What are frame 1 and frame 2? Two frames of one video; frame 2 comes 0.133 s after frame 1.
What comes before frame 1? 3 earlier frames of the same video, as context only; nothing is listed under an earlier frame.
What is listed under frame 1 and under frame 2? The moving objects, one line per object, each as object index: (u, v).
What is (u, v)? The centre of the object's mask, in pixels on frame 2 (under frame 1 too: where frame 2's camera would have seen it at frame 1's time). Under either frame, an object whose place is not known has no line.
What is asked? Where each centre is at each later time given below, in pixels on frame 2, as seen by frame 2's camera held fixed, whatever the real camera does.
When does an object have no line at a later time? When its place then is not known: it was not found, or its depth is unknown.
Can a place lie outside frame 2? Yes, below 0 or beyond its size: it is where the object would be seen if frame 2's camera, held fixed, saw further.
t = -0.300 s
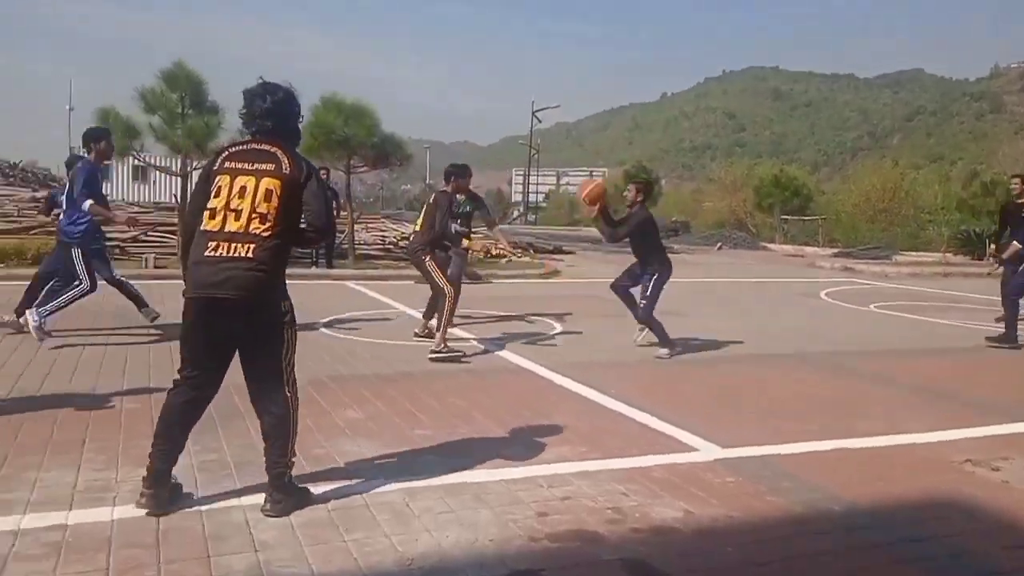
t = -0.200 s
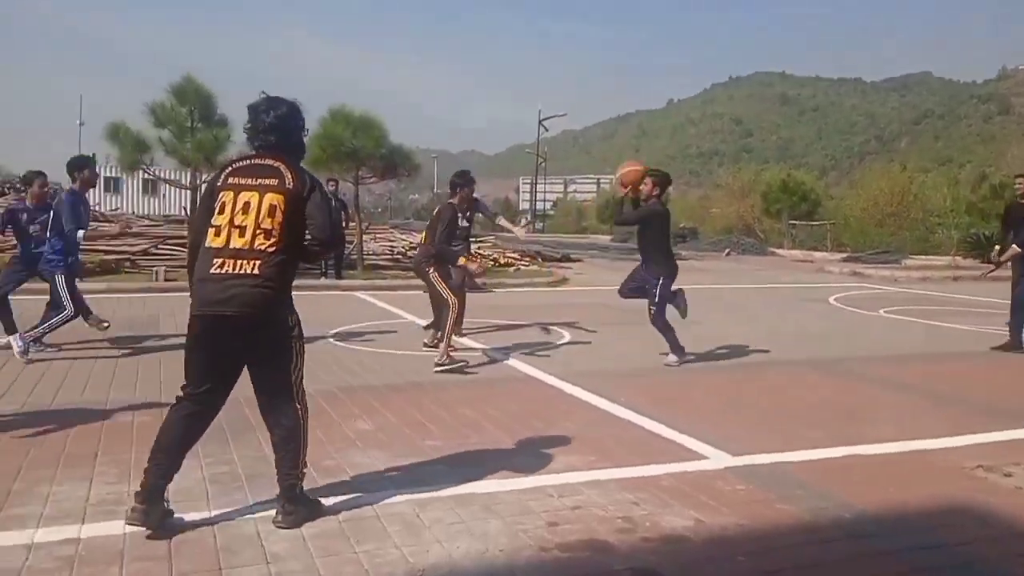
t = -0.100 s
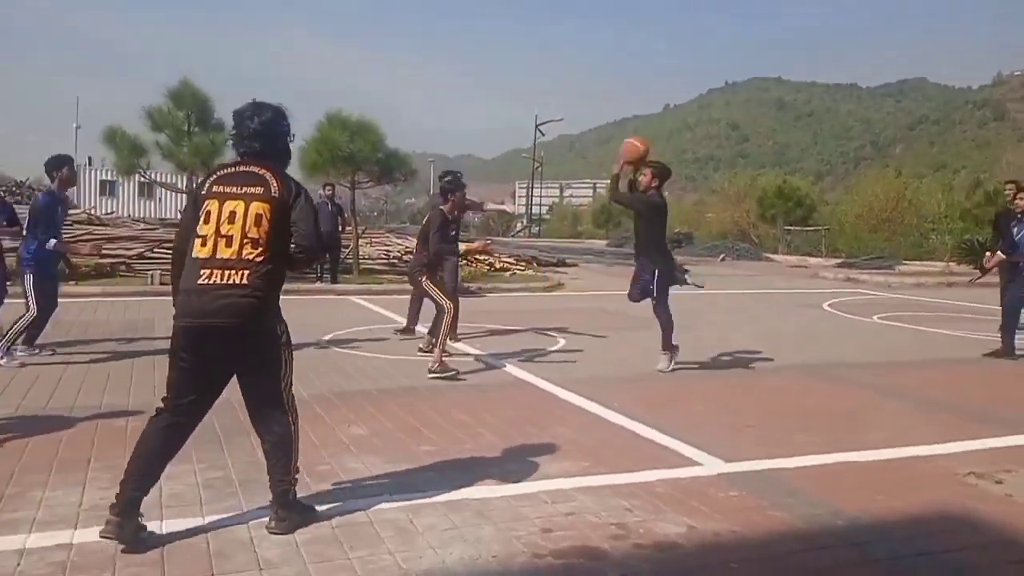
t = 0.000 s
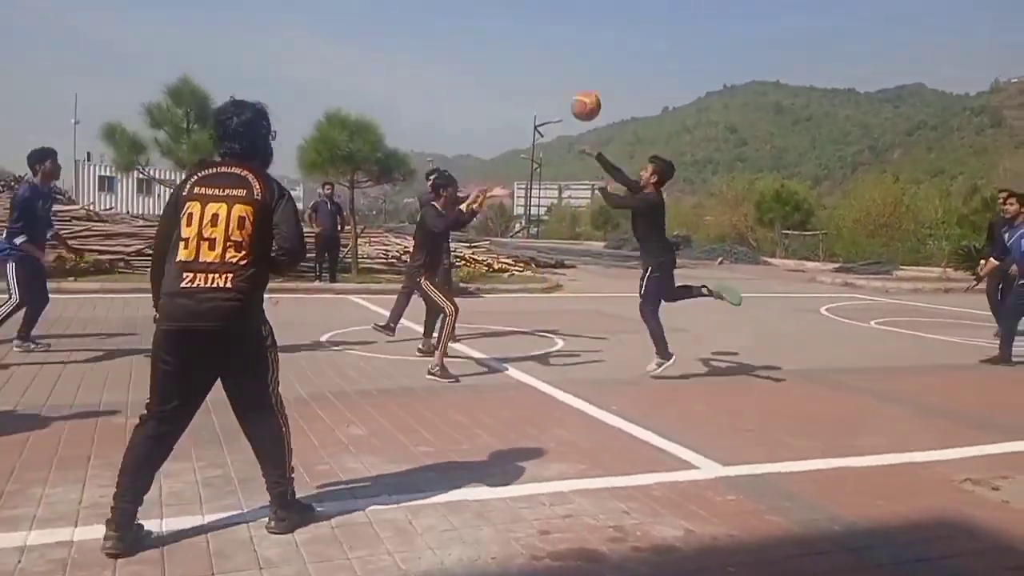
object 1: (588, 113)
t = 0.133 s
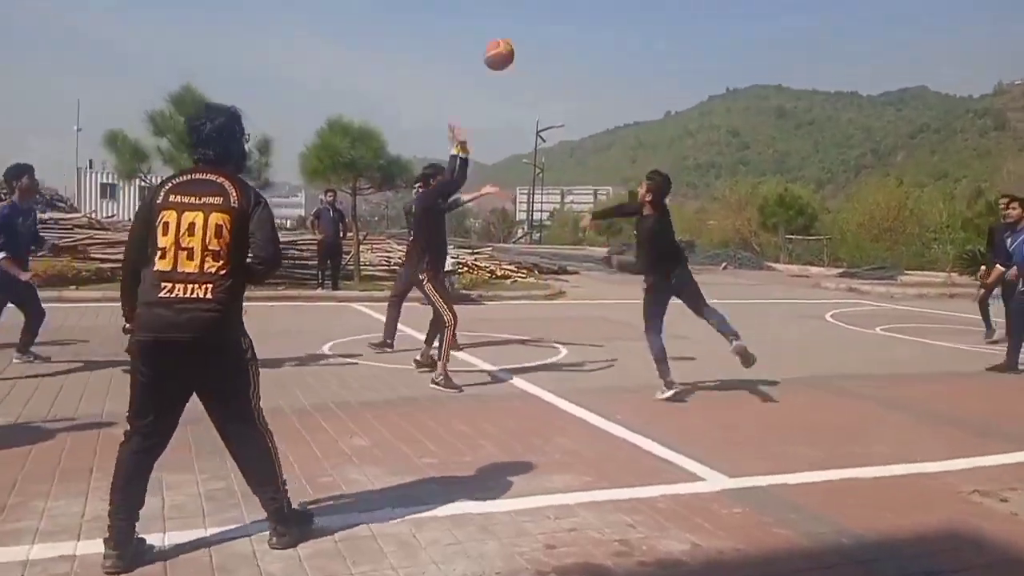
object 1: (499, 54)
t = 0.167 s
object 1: (472, 42)
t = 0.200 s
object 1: (444, 32)
